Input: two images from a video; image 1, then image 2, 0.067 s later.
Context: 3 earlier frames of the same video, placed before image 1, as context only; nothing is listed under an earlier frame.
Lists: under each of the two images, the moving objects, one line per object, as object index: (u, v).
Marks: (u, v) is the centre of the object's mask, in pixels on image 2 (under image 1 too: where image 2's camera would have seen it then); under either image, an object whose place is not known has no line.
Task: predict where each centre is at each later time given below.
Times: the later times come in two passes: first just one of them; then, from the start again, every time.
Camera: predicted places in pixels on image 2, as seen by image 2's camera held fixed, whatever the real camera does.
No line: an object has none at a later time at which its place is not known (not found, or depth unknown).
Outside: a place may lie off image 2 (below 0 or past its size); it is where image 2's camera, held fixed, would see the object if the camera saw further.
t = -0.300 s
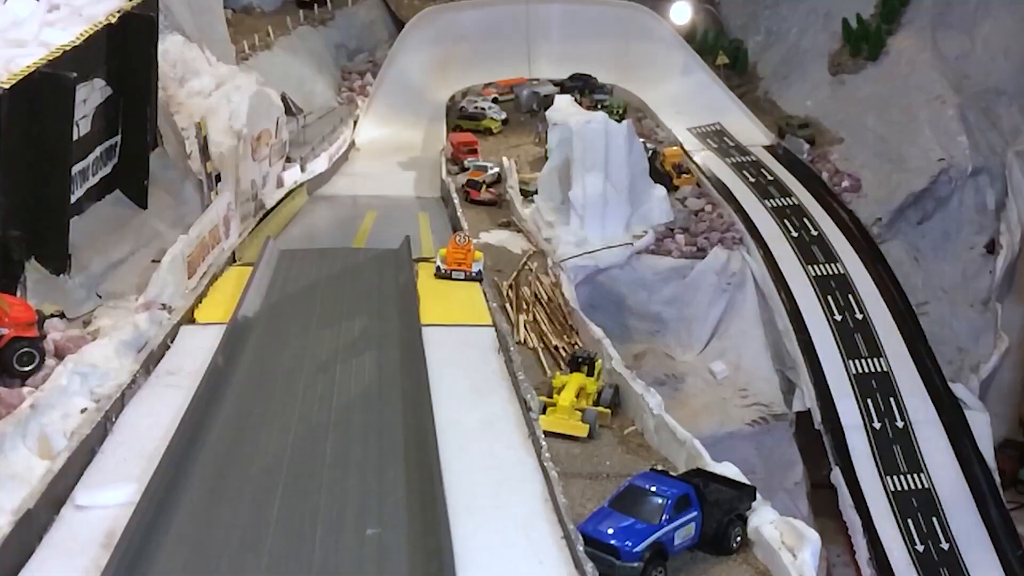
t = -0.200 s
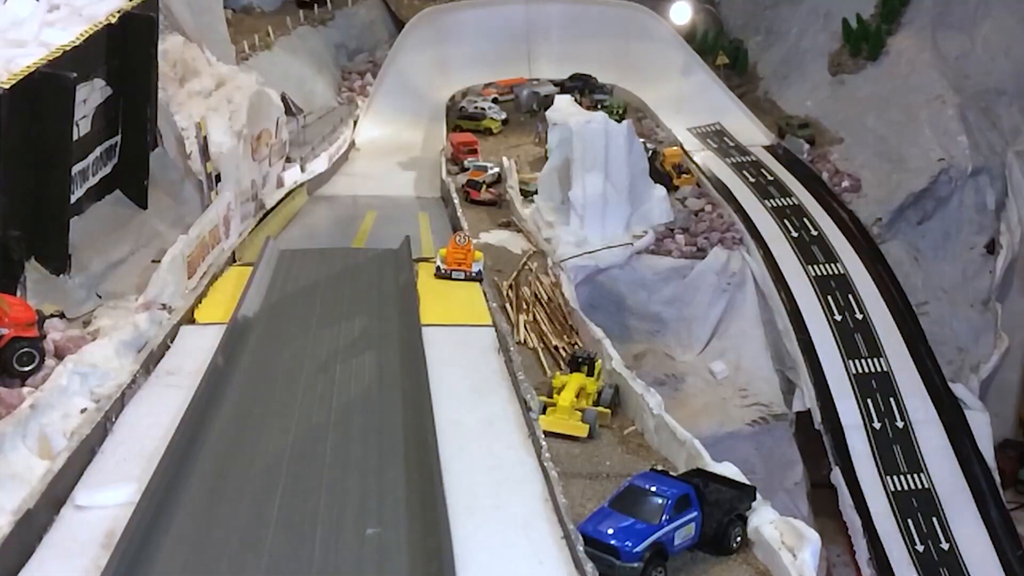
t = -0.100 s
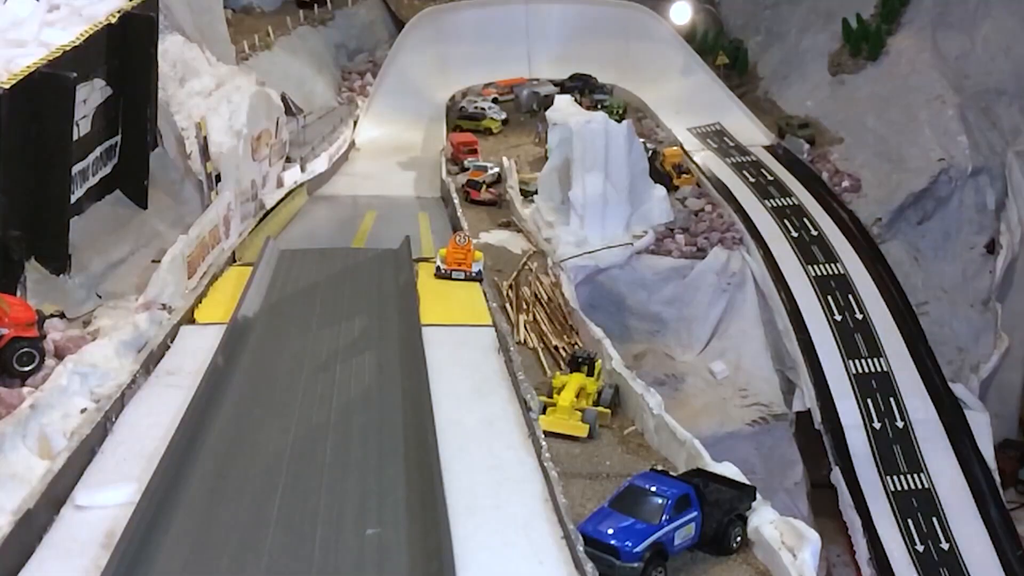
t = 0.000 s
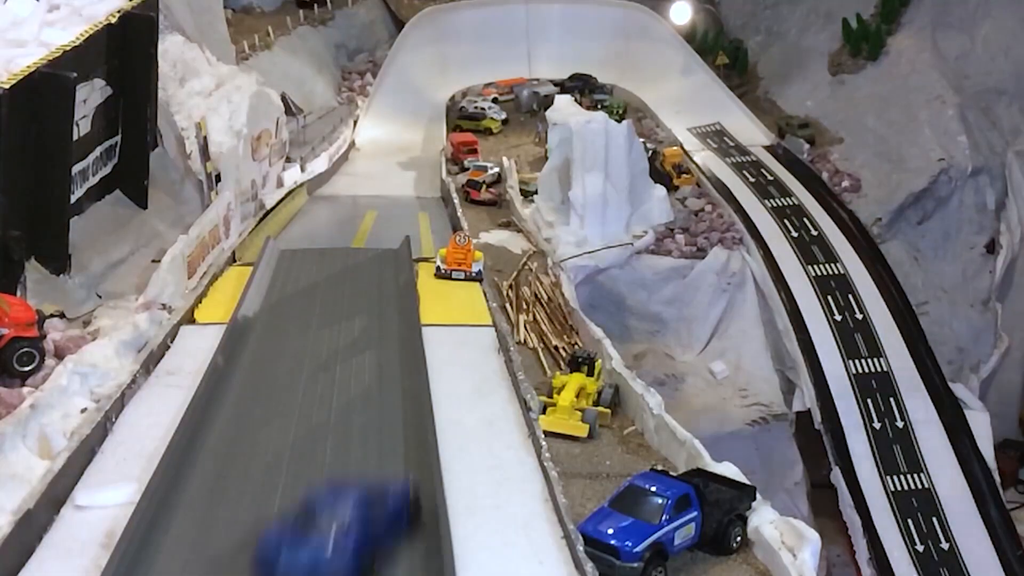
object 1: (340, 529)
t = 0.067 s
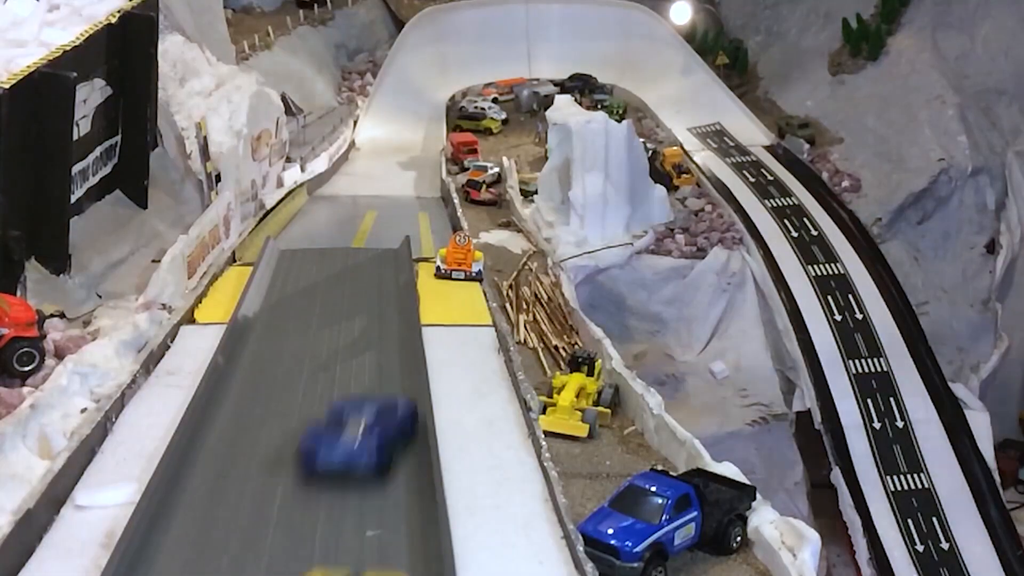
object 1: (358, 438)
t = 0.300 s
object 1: (369, 254)
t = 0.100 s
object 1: (365, 400)
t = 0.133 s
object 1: (372, 369)
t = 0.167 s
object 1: (376, 343)
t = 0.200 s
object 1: (377, 318)
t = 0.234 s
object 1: (373, 295)
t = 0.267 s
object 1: (371, 274)
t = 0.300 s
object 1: (369, 254)
